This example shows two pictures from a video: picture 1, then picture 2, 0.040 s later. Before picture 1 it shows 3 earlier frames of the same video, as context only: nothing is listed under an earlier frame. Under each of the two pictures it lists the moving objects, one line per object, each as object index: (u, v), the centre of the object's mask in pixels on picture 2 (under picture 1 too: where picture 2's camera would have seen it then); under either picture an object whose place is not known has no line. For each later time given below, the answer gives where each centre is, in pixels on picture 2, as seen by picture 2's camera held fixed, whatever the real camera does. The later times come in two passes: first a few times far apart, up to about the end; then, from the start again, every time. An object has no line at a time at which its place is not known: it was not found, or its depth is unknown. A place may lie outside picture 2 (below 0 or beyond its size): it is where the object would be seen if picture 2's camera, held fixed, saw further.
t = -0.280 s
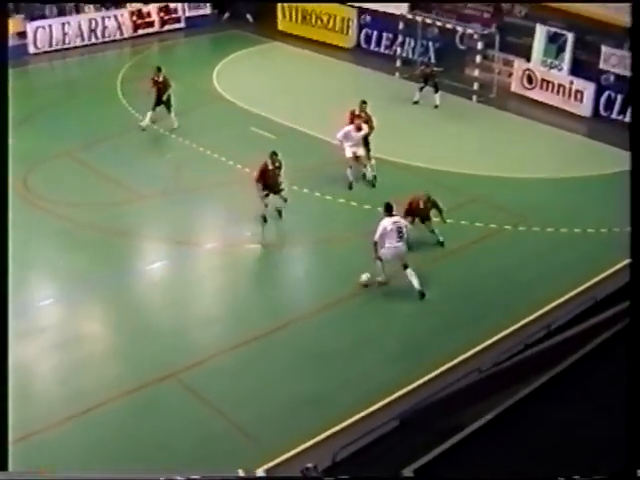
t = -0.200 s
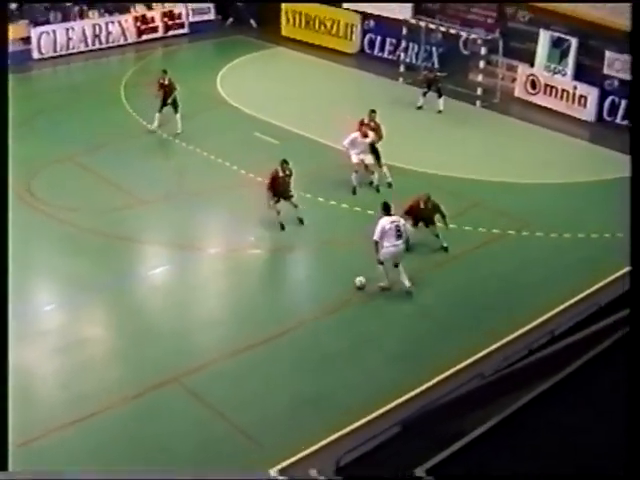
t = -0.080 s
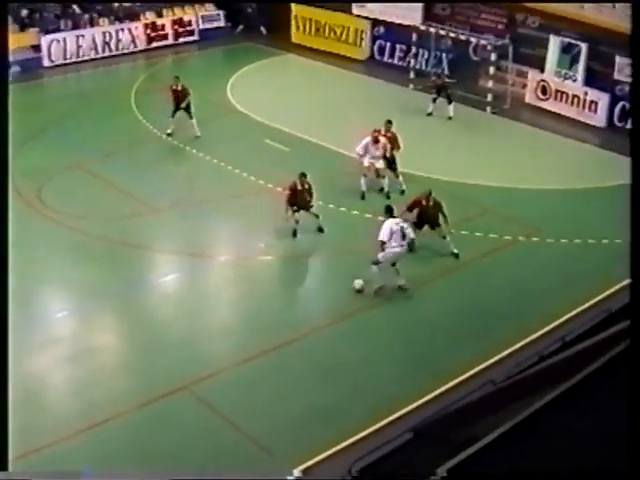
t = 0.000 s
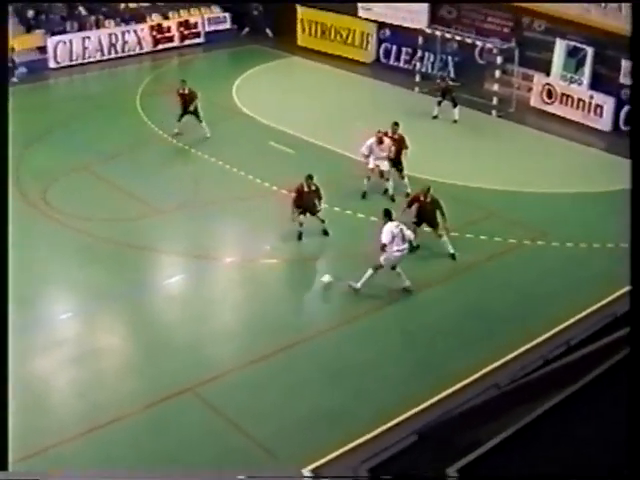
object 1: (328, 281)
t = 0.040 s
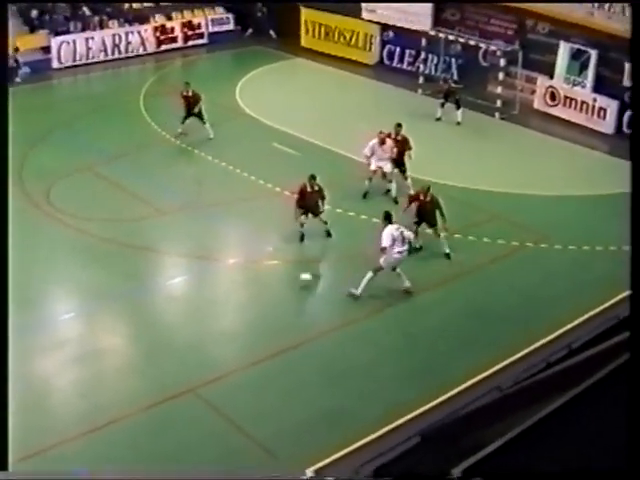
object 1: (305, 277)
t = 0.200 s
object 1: (212, 271)
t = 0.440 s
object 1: (108, 258)
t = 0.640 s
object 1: (40, 251)
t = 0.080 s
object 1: (282, 273)
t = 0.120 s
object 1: (258, 272)
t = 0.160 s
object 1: (235, 272)
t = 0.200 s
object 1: (212, 271)
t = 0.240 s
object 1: (194, 268)
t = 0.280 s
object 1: (175, 265)
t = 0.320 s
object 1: (156, 263)
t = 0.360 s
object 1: (139, 262)
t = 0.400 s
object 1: (123, 259)
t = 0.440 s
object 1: (108, 258)
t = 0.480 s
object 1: (93, 256)
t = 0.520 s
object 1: (79, 254)
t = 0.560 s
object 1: (66, 253)
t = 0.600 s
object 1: (53, 252)
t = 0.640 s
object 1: (40, 251)
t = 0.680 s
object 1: (27, 250)
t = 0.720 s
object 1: (15, 249)
